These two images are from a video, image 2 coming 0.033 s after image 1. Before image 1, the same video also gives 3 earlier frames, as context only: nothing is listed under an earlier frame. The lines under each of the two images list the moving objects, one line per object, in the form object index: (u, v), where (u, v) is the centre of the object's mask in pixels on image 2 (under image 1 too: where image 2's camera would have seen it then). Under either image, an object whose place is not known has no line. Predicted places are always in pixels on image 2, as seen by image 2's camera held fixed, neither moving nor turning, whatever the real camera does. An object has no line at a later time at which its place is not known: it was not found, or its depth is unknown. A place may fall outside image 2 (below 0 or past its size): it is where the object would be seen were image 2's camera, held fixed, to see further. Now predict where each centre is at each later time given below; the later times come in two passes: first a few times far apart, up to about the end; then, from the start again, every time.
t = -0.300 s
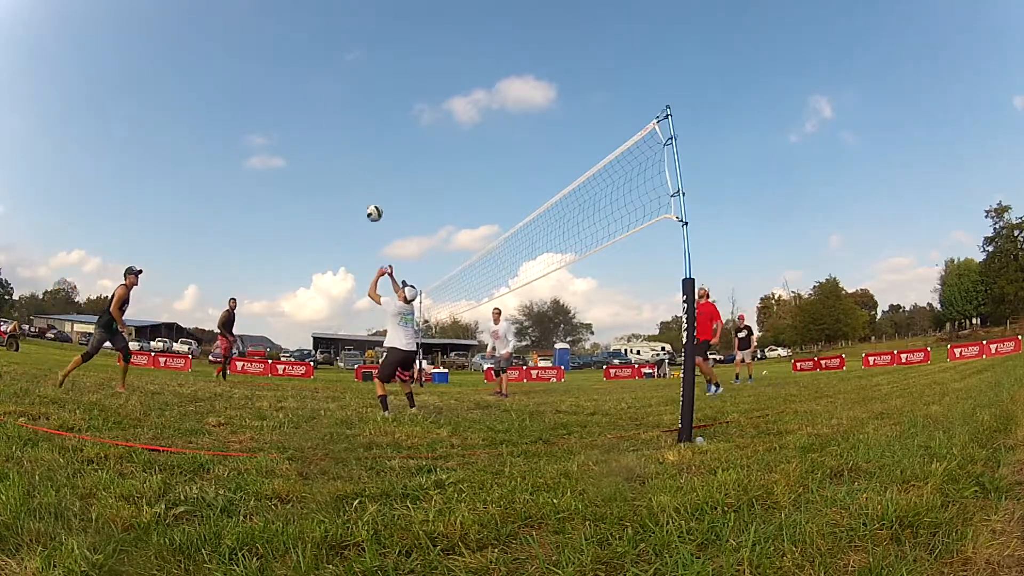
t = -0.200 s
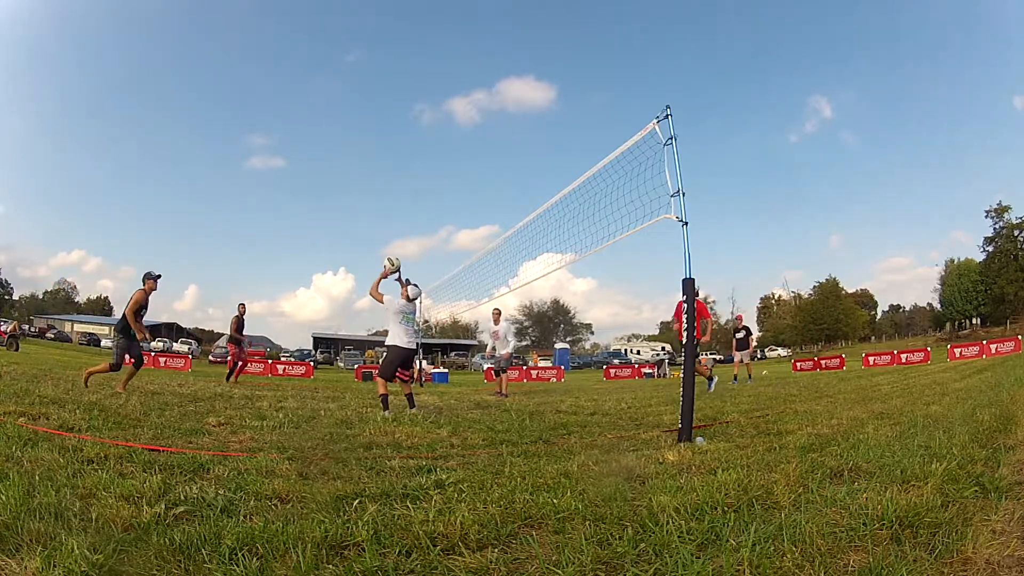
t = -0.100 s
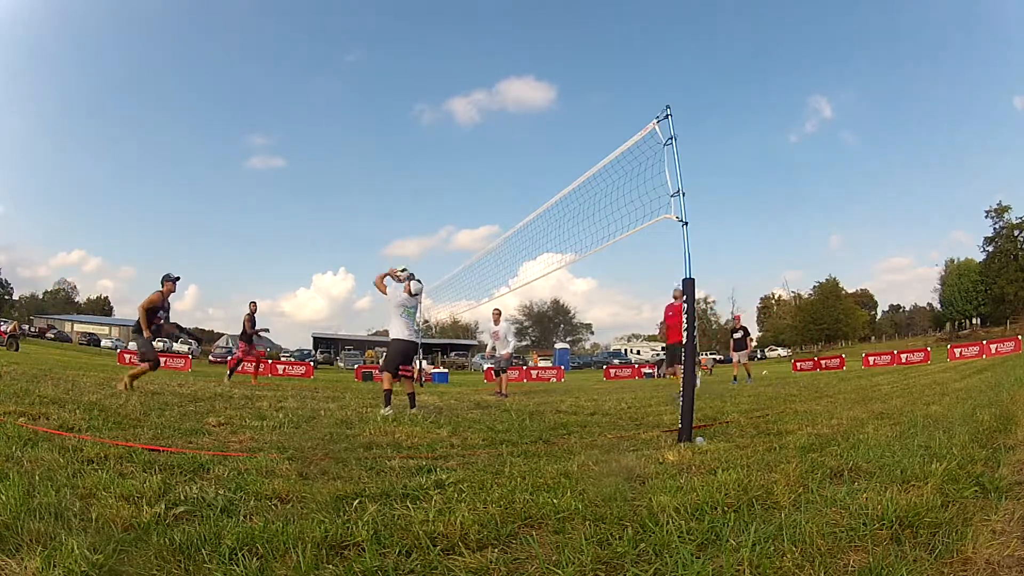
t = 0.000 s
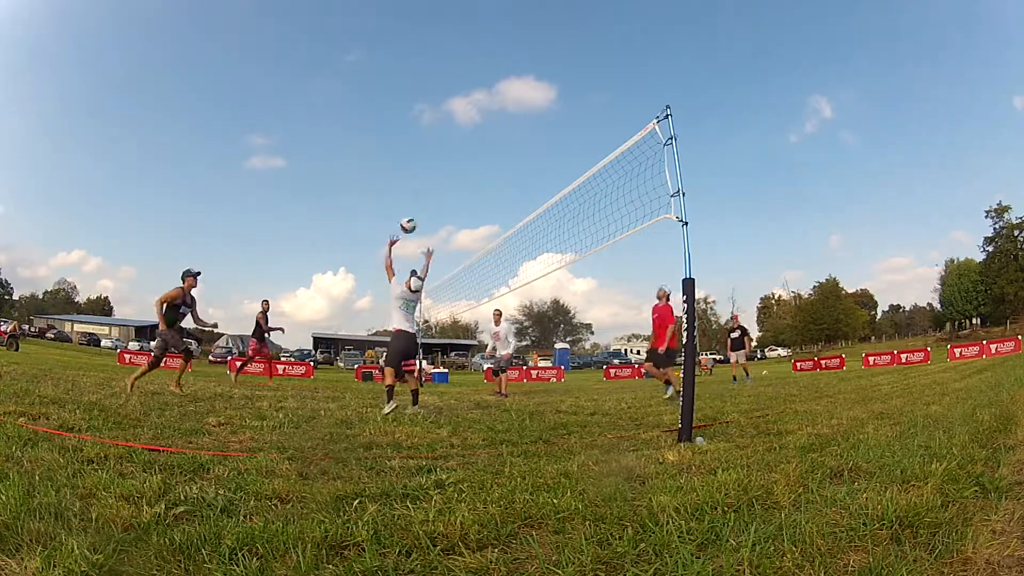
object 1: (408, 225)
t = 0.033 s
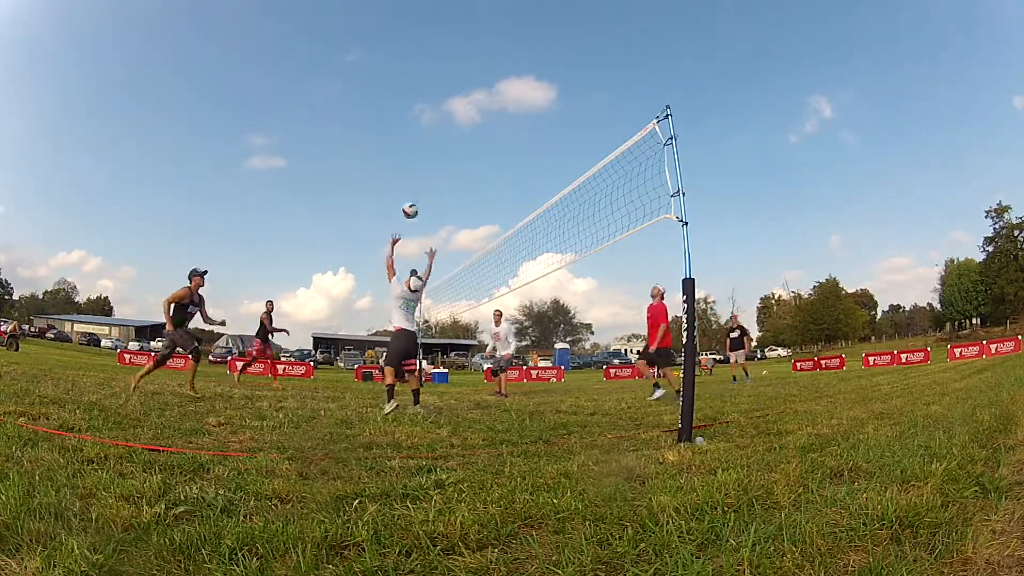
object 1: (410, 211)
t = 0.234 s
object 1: (423, 144)
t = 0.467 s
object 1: (434, 107)
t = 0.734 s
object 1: (442, 107)
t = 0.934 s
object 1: (446, 136)
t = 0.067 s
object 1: (412, 197)
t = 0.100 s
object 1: (414, 184)
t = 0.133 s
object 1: (417, 172)
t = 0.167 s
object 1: (419, 162)
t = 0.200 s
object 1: (421, 152)
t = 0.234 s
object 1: (423, 144)
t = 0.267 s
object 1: (425, 136)
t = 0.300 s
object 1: (426, 129)
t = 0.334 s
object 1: (428, 123)
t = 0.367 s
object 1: (430, 118)
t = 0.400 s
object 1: (431, 114)
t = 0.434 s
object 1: (433, 110)
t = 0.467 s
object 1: (434, 107)
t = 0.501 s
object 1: (435, 105)
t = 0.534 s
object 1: (436, 103)
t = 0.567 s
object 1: (437, 102)
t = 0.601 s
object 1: (439, 102)
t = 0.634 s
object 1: (440, 102)
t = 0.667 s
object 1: (441, 103)
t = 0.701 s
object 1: (442, 105)
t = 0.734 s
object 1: (442, 107)
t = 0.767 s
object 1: (443, 110)
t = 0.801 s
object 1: (444, 114)
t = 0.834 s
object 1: (444, 118)
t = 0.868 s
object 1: (445, 123)
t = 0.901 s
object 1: (446, 129)
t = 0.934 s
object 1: (446, 136)
